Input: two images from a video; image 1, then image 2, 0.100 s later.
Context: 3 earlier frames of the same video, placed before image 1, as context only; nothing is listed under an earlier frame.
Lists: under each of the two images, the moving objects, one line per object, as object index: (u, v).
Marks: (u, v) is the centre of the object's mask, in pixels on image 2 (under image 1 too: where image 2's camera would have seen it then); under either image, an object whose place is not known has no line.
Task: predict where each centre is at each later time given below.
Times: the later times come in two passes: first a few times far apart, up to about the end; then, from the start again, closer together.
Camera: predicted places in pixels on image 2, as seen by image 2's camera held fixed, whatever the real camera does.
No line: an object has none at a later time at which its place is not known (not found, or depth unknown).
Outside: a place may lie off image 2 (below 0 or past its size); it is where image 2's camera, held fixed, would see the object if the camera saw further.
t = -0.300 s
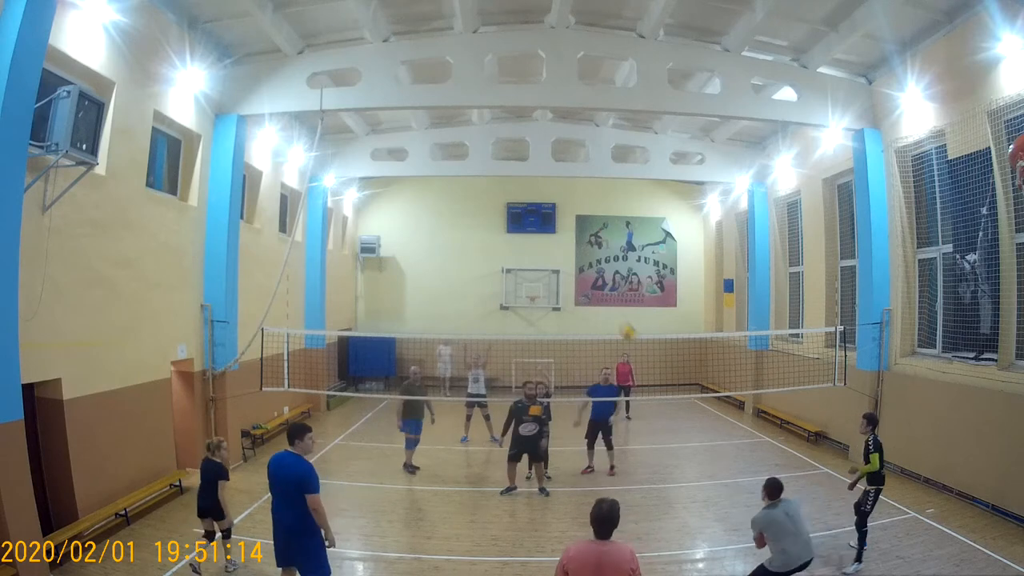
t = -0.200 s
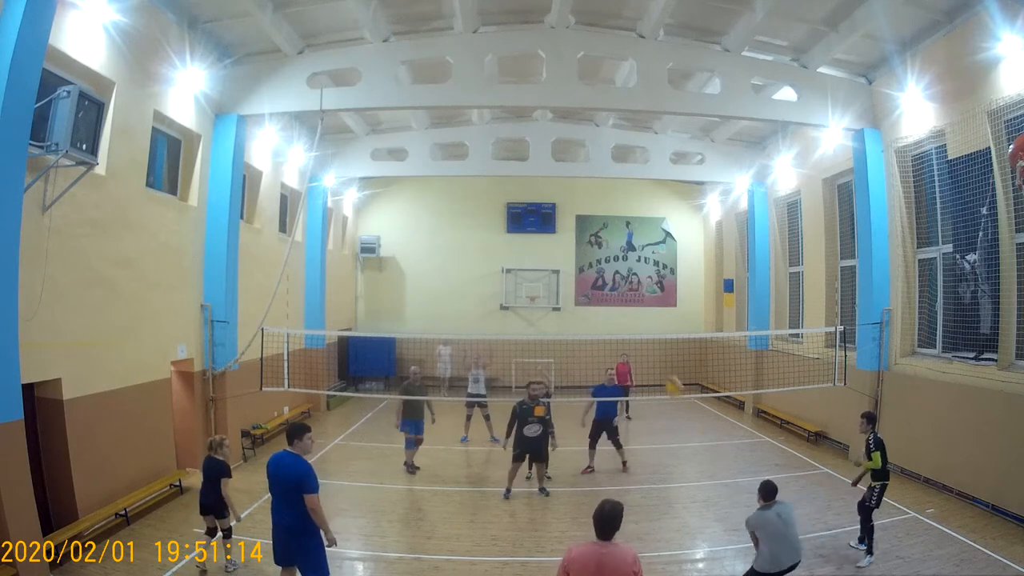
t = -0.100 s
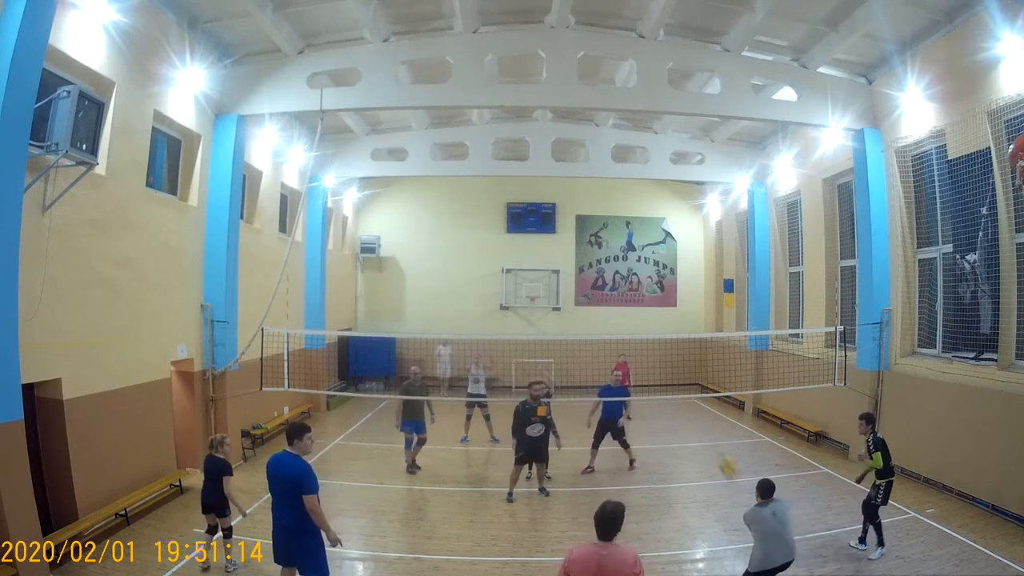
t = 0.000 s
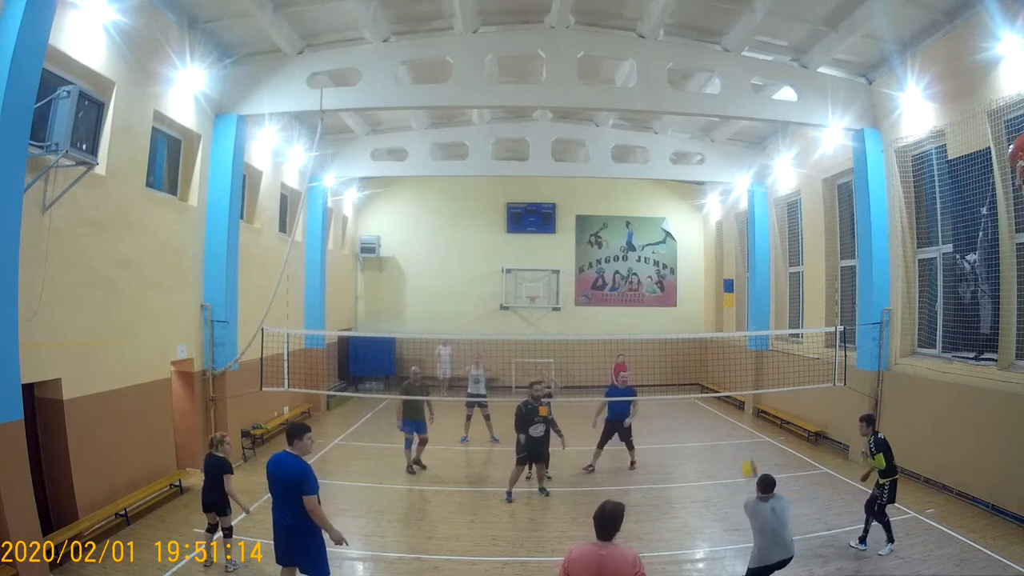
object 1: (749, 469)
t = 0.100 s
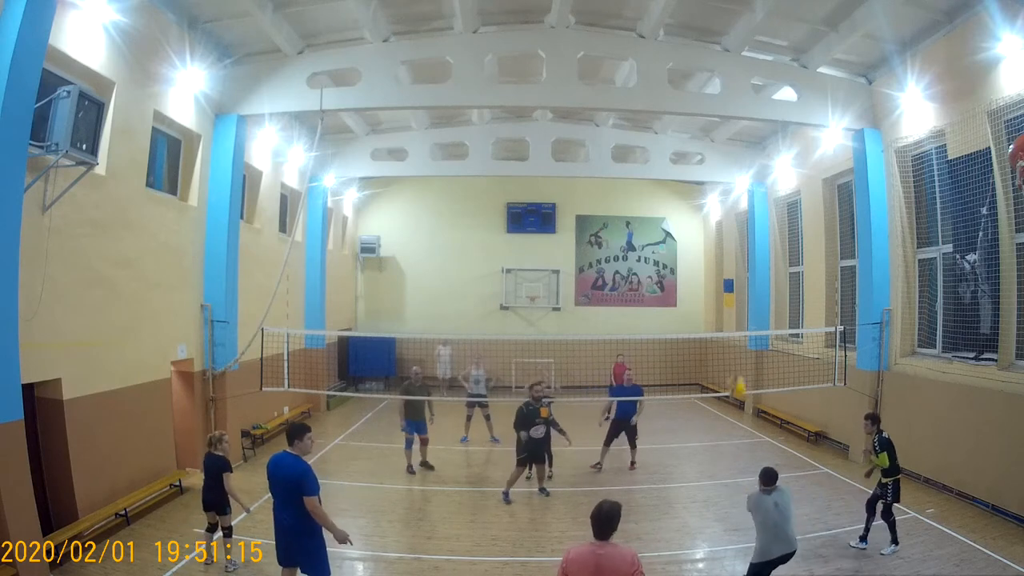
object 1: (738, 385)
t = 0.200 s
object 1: (720, 316)
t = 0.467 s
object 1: (671, 180)
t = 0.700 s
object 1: (629, 125)
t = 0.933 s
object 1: (592, 117)
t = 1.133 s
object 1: (564, 143)
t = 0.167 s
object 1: (725, 339)
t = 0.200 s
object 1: (720, 316)
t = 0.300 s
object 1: (702, 255)
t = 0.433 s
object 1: (676, 192)
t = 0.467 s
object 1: (671, 180)
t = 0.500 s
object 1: (663, 168)
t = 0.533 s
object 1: (658, 159)
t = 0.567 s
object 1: (652, 150)
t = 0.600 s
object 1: (647, 142)
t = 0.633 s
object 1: (640, 136)
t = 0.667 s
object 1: (635, 130)
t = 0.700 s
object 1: (629, 125)
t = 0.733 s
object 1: (623, 121)
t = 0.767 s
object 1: (618, 119)
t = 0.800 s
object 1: (613, 117)
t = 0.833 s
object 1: (608, 115)
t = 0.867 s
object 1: (603, 116)
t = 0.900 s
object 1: (597, 116)
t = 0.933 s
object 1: (592, 117)
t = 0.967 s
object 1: (588, 120)
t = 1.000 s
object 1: (582, 123)
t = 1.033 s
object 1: (578, 127)
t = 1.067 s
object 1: (574, 131)
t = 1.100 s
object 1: (569, 137)
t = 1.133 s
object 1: (564, 143)
